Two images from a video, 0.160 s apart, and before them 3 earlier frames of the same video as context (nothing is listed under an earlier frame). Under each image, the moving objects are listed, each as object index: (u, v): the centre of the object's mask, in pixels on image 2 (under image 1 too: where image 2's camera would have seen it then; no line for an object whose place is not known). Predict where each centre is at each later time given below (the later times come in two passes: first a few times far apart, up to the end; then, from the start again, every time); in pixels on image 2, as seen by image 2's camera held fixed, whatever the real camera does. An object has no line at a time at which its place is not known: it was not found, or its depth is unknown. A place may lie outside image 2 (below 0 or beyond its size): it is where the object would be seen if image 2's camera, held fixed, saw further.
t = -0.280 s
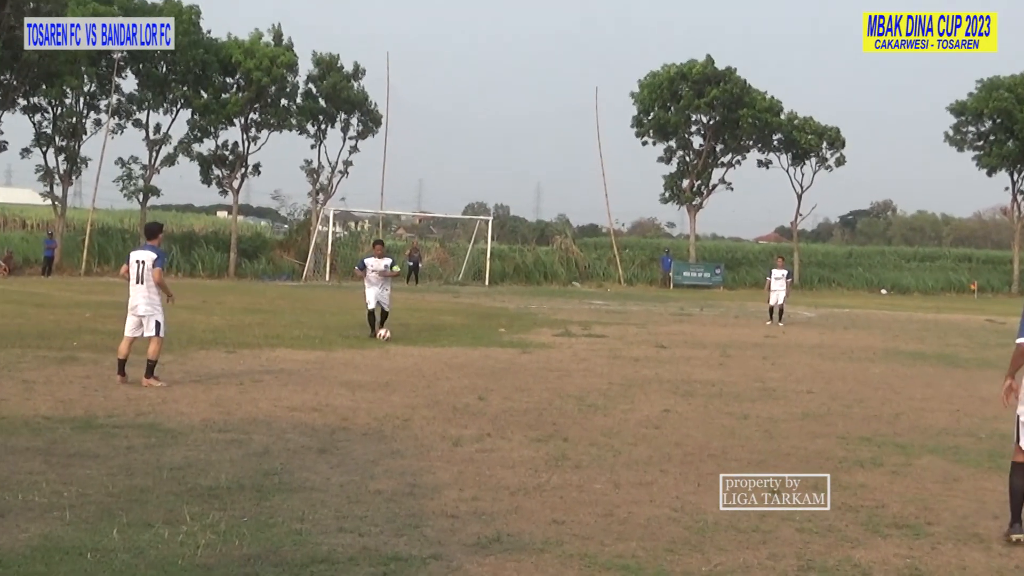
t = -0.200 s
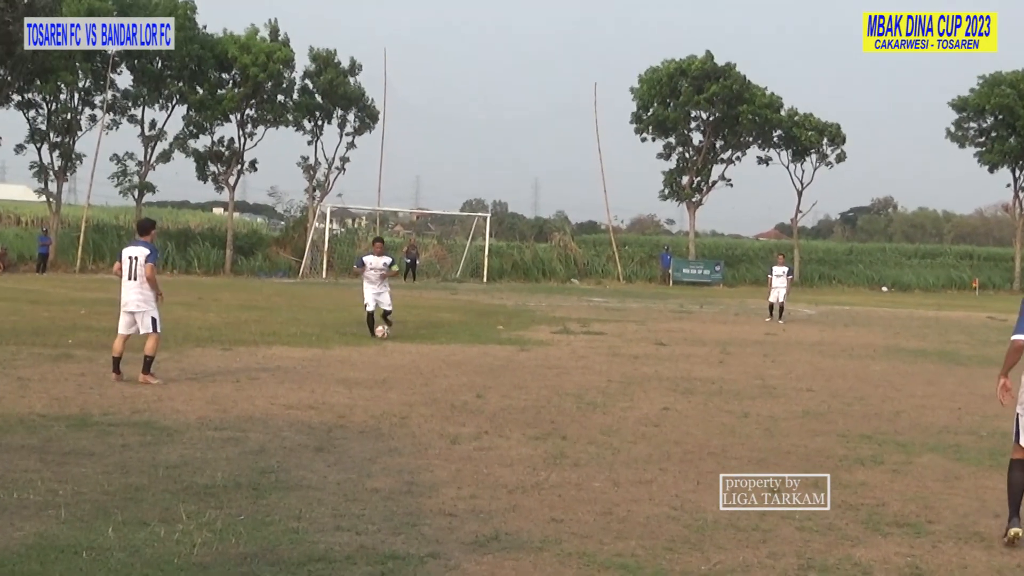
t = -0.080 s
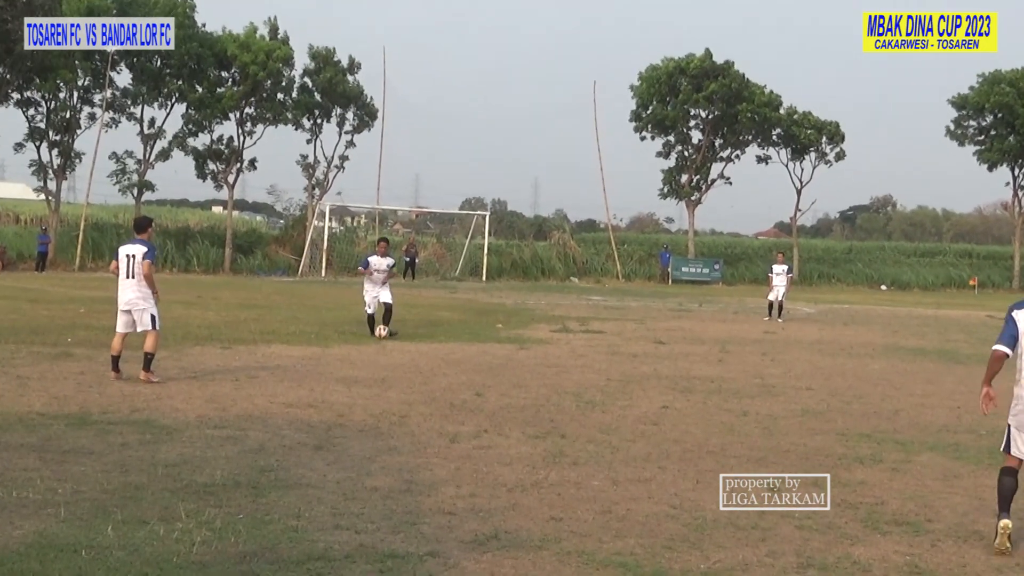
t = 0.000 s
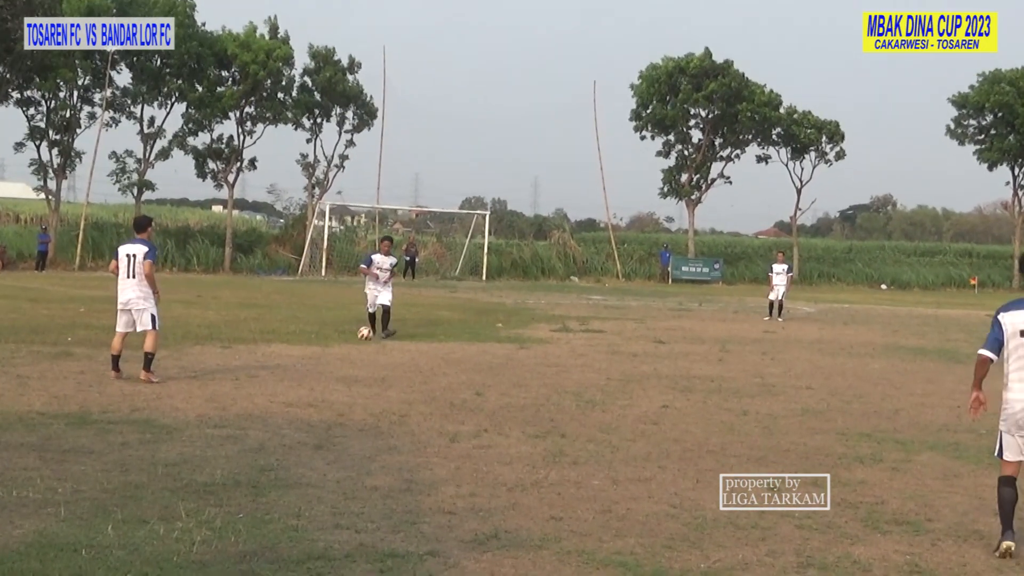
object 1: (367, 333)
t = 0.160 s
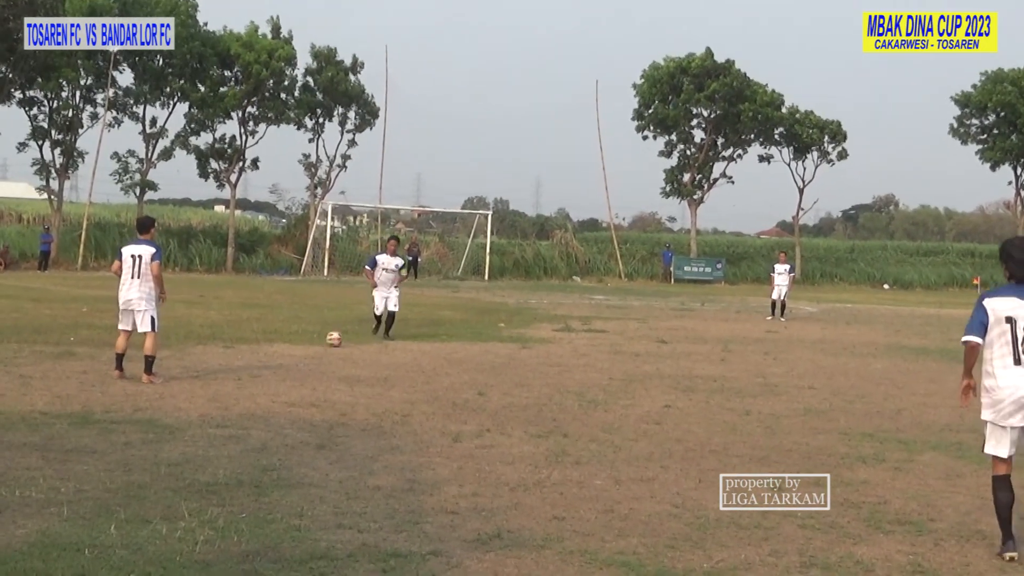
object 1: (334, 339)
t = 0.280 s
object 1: (310, 341)
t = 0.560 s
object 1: (254, 345)
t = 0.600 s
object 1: (246, 344)
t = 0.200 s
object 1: (326, 339)
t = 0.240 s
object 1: (318, 340)
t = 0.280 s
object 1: (310, 341)
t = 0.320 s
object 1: (303, 339)
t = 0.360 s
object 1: (295, 339)
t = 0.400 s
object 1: (286, 341)
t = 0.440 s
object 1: (277, 344)
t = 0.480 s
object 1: (268, 349)
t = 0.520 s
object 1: (261, 347)
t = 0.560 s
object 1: (254, 345)
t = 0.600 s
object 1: (246, 344)
